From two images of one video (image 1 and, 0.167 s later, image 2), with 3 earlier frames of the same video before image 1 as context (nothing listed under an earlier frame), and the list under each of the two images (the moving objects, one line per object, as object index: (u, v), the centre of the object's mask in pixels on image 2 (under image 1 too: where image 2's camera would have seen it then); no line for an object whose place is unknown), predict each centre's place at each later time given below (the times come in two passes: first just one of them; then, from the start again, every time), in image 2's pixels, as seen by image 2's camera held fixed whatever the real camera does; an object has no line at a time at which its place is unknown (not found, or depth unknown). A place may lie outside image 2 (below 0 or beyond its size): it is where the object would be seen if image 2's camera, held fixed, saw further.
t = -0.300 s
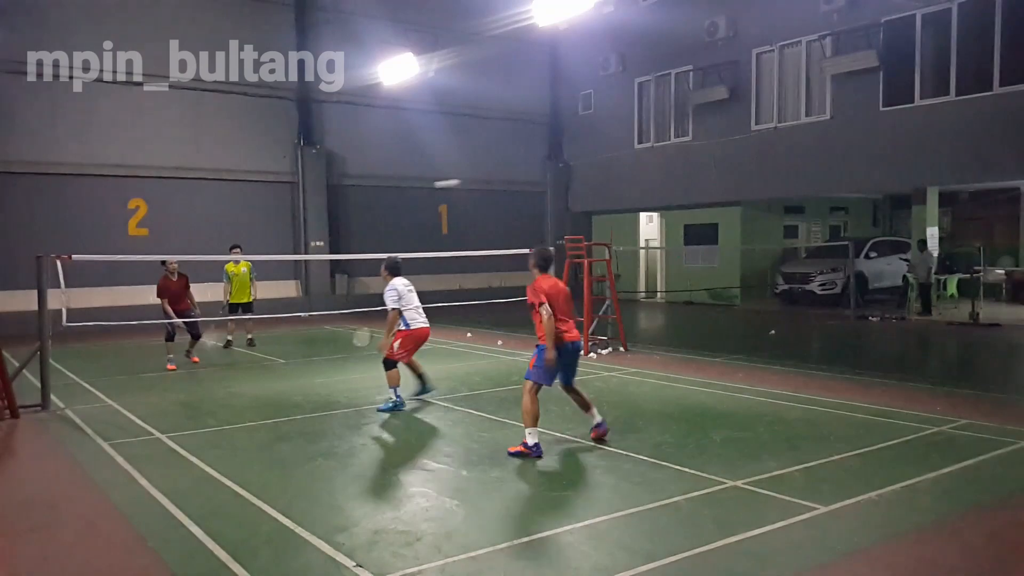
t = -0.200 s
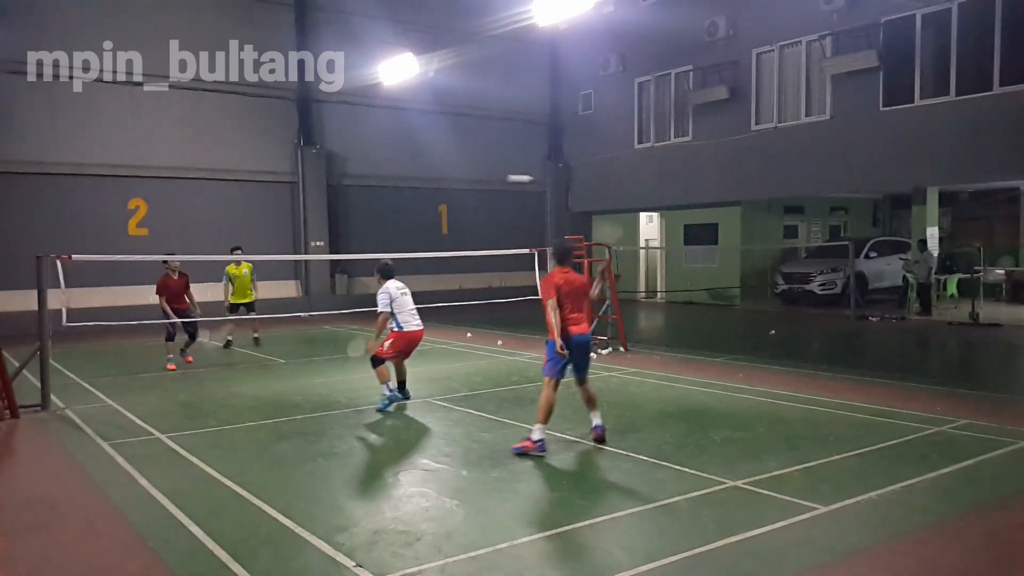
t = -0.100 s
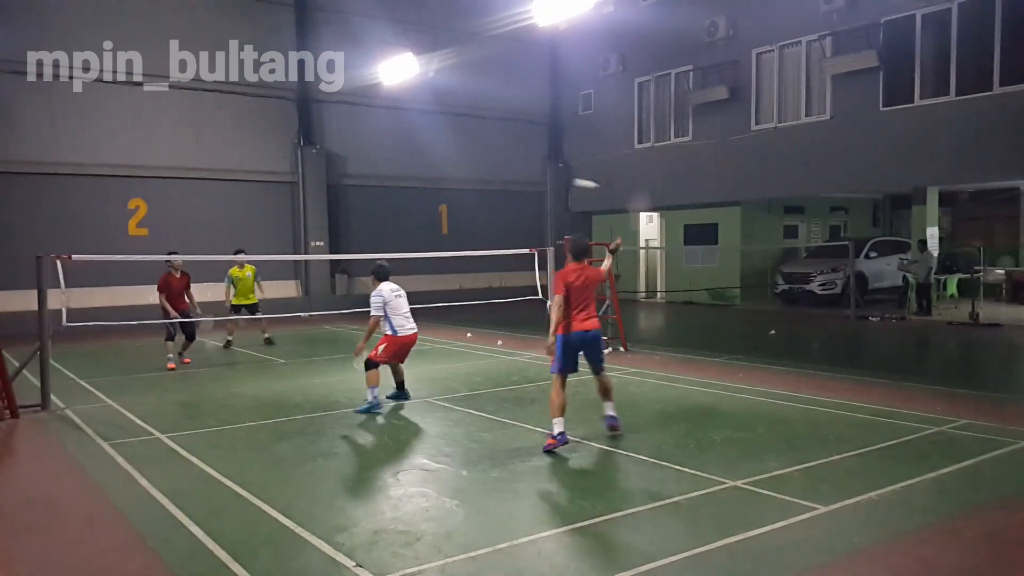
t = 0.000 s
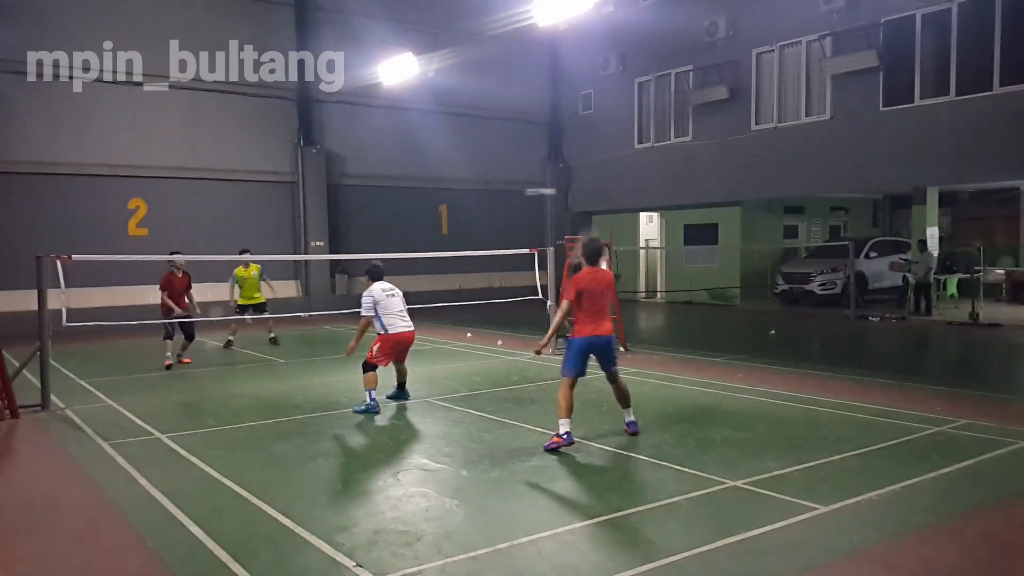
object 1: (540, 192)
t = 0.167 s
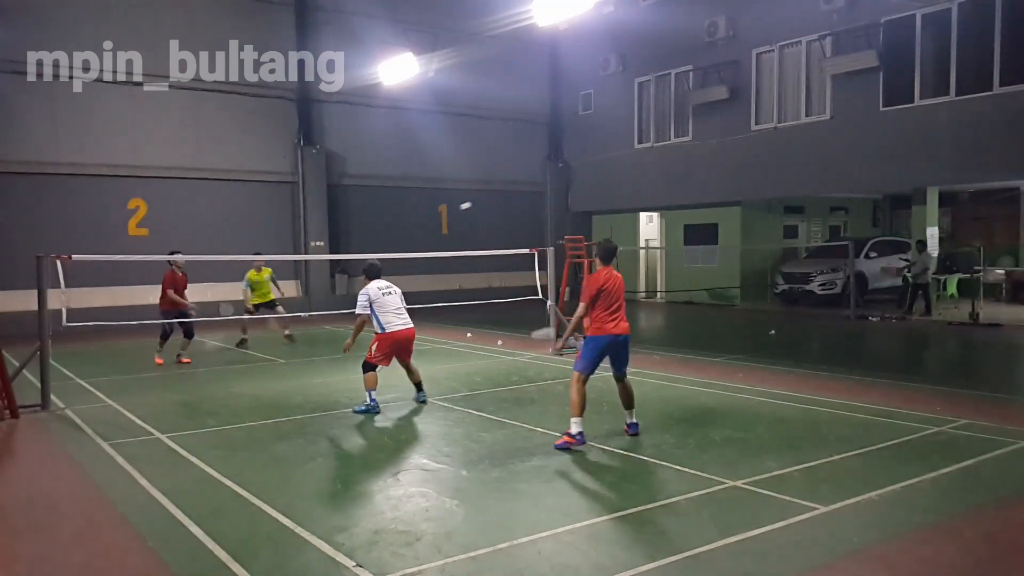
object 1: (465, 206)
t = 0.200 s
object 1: (456, 210)
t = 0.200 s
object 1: (456, 210)
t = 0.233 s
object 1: (448, 214)
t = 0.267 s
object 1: (442, 218)
